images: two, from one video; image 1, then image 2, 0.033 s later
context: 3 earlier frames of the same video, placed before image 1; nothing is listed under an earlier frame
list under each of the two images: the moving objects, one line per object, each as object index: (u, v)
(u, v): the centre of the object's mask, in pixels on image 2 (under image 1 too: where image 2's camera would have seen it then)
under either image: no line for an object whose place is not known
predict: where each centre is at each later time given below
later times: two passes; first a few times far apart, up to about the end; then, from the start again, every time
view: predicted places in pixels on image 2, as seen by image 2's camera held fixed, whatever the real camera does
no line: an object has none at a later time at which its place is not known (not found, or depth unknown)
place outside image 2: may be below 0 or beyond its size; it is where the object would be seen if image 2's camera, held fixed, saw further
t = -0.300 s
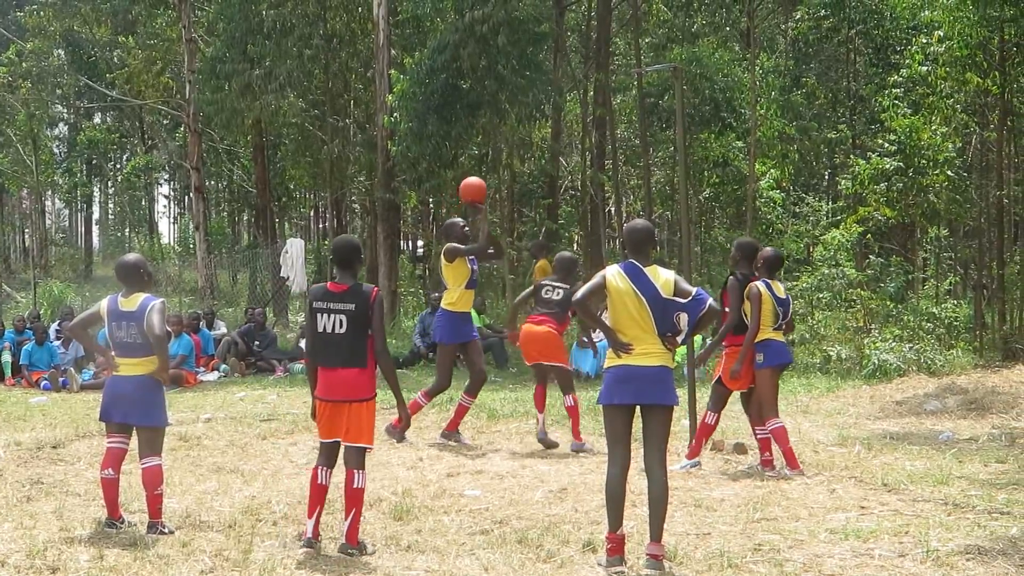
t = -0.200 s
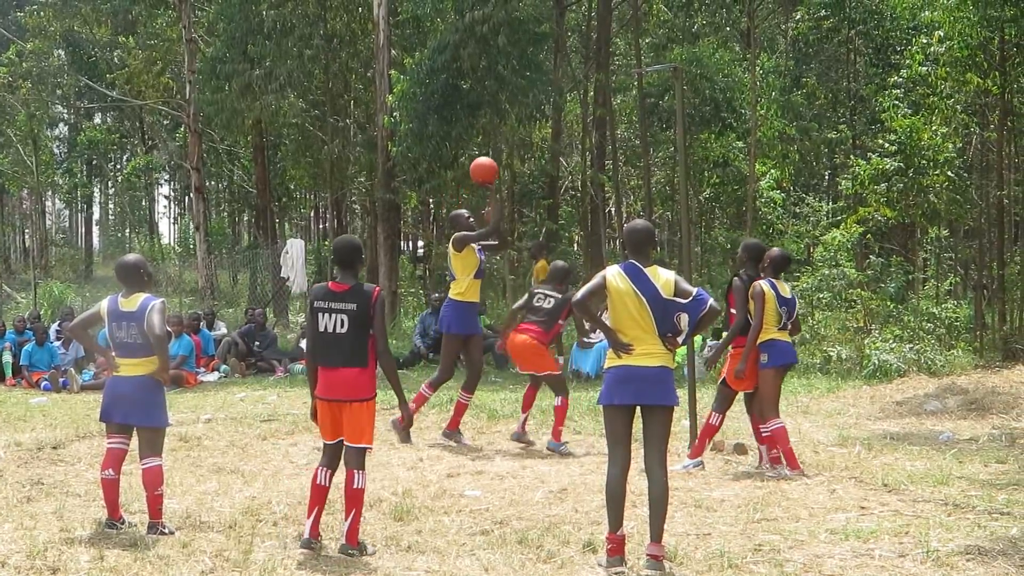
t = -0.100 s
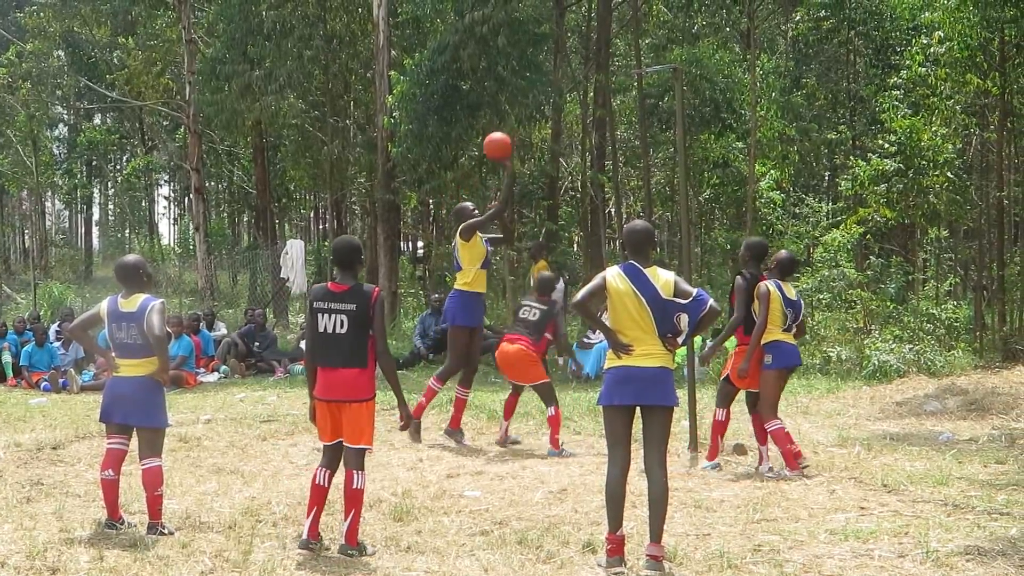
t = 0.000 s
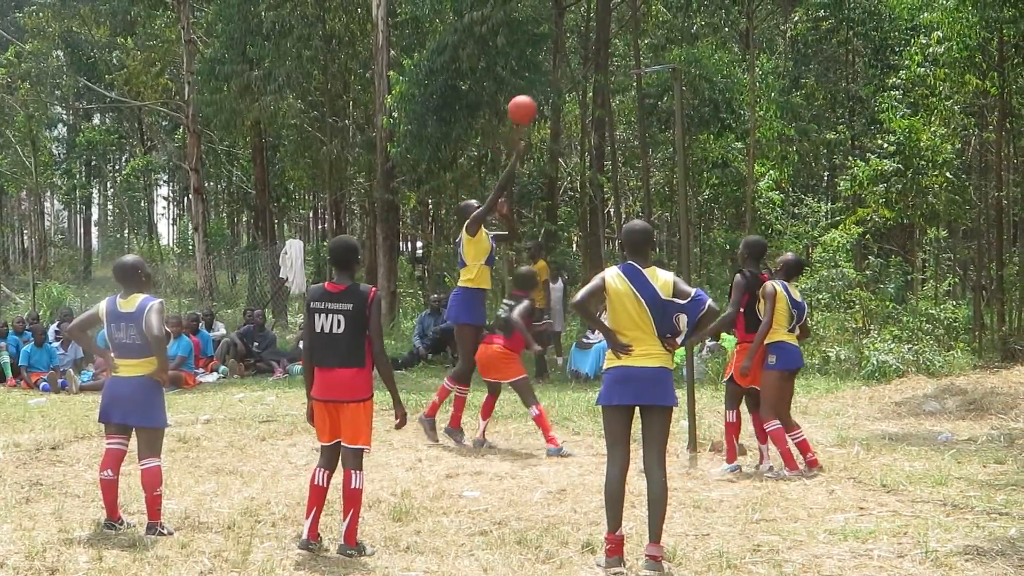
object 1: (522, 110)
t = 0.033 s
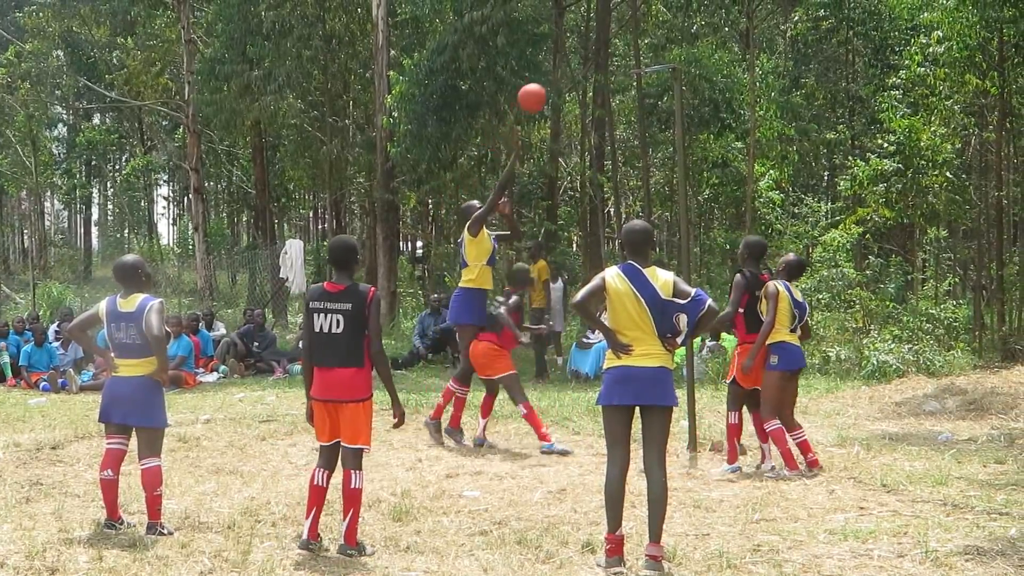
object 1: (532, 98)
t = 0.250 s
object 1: (599, 58)
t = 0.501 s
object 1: (648, 54)
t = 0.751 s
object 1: (648, 91)
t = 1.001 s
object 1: (634, 198)
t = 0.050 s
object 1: (537, 93)
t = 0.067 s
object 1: (542, 88)
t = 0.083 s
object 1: (547, 83)
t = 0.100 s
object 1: (552, 80)
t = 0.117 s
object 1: (557, 75)
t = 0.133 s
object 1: (563, 72)
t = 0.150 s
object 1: (568, 69)
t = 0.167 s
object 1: (573, 66)
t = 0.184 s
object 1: (579, 64)
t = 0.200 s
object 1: (584, 62)
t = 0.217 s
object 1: (589, 60)
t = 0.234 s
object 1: (595, 59)
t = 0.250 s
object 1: (599, 58)
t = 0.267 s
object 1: (605, 57)
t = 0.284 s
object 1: (611, 57)
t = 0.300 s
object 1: (616, 57)
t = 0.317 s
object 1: (622, 58)
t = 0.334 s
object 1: (626, 58)
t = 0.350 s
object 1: (629, 57)
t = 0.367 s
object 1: (631, 55)
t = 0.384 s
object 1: (633, 55)
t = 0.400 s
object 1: (636, 53)
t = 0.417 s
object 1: (638, 52)
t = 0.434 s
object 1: (639, 52)
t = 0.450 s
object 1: (642, 52)
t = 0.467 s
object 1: (644, 53)
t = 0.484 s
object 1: (646, 53)
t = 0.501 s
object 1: (648, 54)
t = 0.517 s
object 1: (650, 55)
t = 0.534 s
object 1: (651, 57)
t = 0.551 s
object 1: (654, 60)
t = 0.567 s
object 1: (656, 63)
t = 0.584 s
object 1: (657, 65)
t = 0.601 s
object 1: (656, 66)
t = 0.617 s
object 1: (656, 68)
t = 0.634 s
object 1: (655, 69)
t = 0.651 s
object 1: (654, 71)
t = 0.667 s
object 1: (653, 73)
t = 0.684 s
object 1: (653, 76)
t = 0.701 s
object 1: (651, 80)
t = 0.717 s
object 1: (650, 83)
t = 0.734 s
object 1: (649, 87)
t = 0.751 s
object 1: (648, 91)
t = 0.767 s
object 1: (647, 96)
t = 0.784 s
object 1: (647, 101)
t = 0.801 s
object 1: (646, 106)
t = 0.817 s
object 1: (645, 112)
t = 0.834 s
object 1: (643, 118)
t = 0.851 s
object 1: (643, 124)
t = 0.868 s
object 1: (642, 131)
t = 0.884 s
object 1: (640, 138)
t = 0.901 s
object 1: (640, 146)
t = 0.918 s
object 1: (639, 154)
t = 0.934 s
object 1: (638, 162)
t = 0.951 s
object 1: (637, 170)
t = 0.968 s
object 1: (636, 180)
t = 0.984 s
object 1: (635, 189)
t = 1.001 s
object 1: (634, 198)
